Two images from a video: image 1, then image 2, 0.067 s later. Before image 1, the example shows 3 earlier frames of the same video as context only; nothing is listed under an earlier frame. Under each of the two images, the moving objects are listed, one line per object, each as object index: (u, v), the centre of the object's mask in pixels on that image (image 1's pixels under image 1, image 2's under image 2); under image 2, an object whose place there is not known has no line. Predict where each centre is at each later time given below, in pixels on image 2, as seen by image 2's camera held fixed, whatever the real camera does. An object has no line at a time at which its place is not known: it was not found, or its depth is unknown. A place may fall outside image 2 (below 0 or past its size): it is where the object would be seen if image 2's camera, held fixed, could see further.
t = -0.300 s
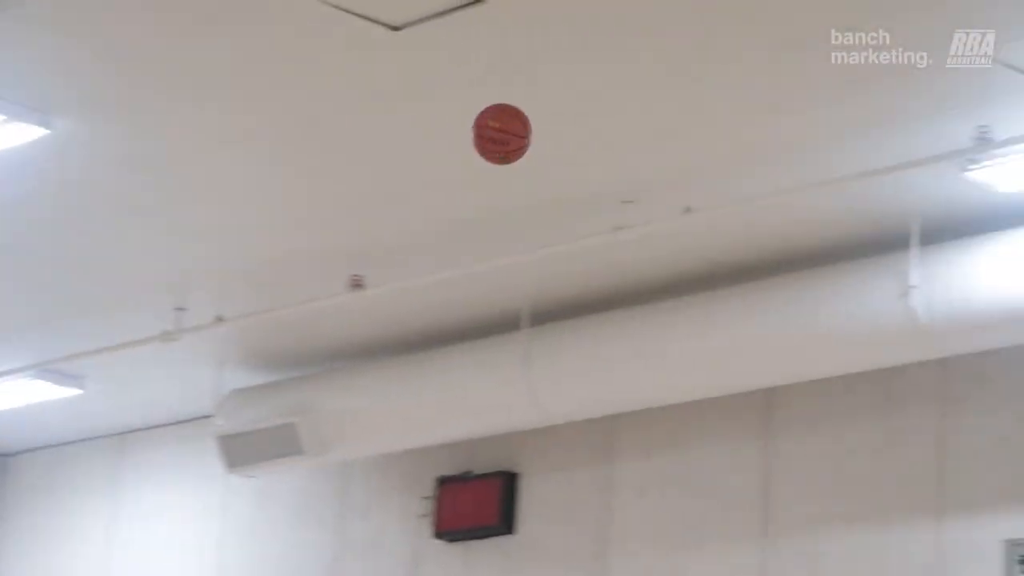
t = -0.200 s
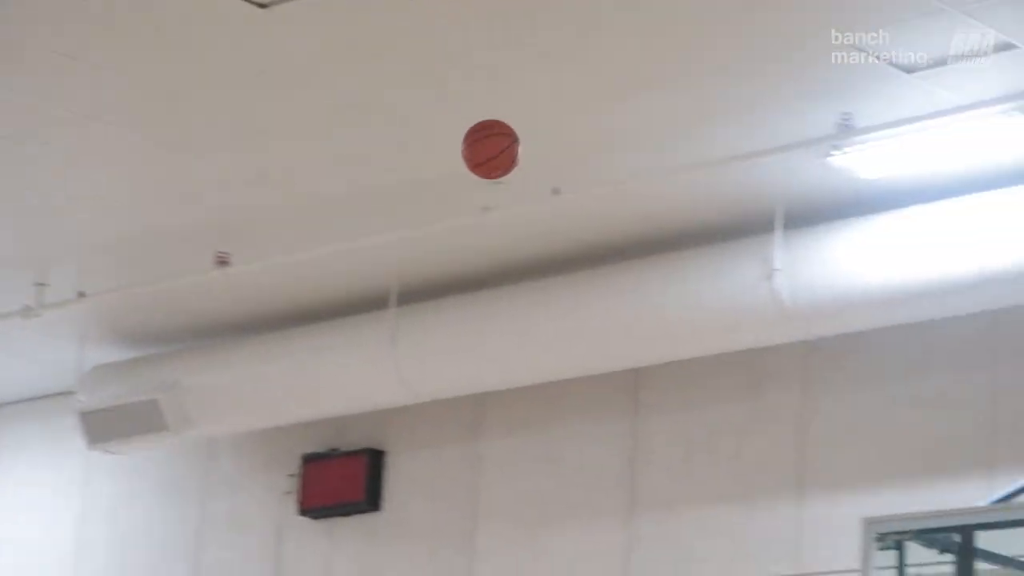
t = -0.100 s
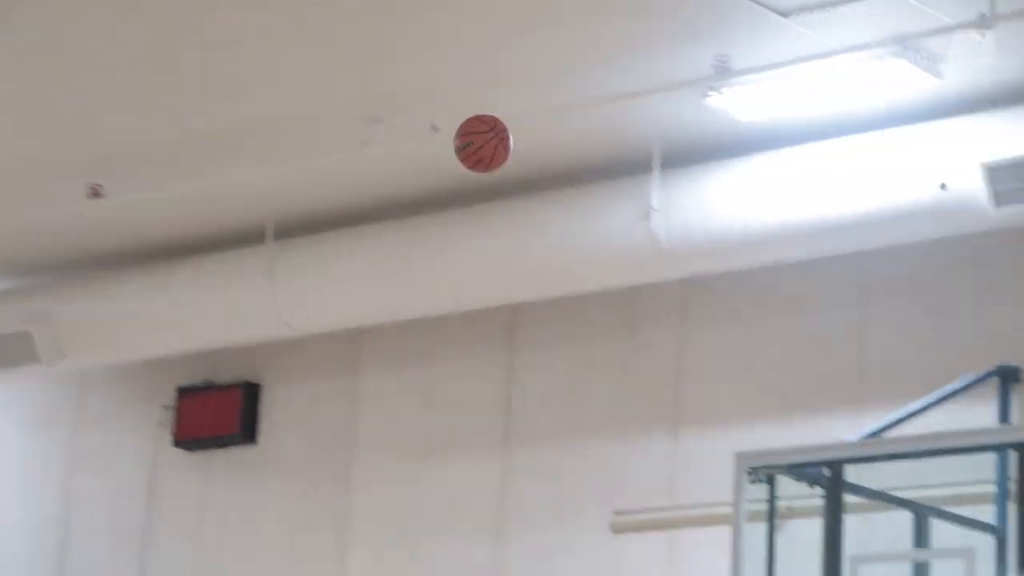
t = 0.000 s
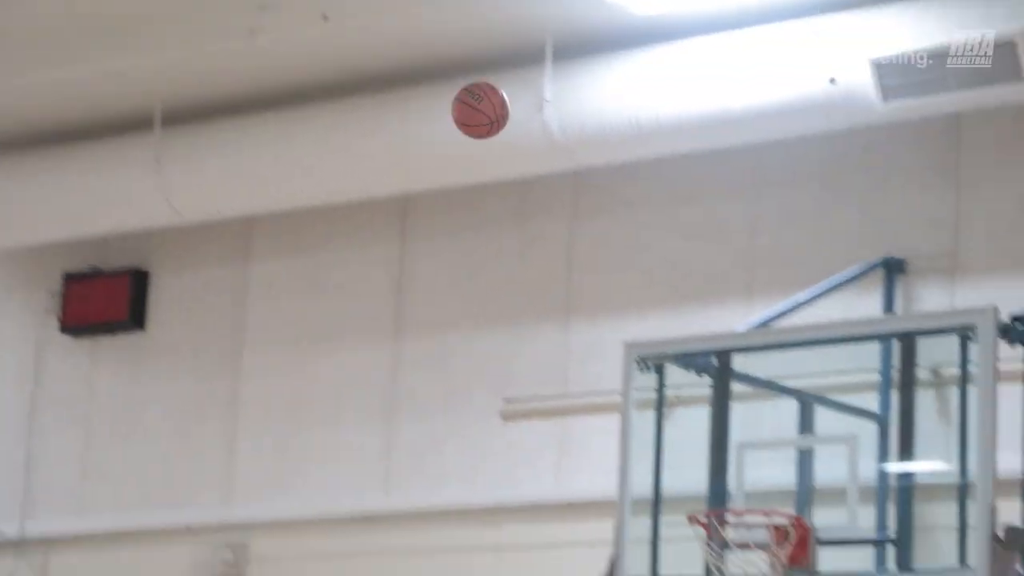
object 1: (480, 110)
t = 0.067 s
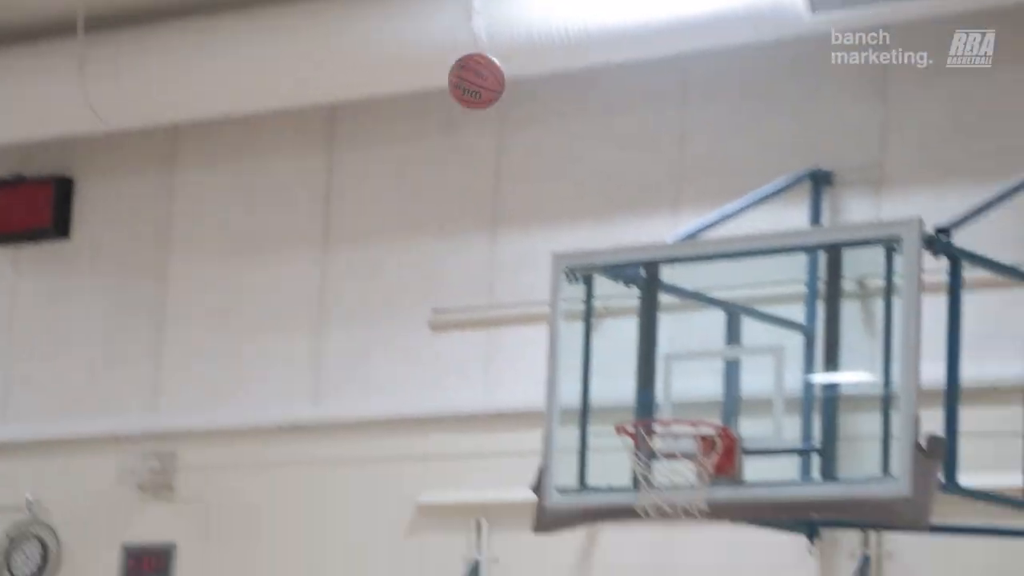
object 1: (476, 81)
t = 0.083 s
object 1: (493, 98)
